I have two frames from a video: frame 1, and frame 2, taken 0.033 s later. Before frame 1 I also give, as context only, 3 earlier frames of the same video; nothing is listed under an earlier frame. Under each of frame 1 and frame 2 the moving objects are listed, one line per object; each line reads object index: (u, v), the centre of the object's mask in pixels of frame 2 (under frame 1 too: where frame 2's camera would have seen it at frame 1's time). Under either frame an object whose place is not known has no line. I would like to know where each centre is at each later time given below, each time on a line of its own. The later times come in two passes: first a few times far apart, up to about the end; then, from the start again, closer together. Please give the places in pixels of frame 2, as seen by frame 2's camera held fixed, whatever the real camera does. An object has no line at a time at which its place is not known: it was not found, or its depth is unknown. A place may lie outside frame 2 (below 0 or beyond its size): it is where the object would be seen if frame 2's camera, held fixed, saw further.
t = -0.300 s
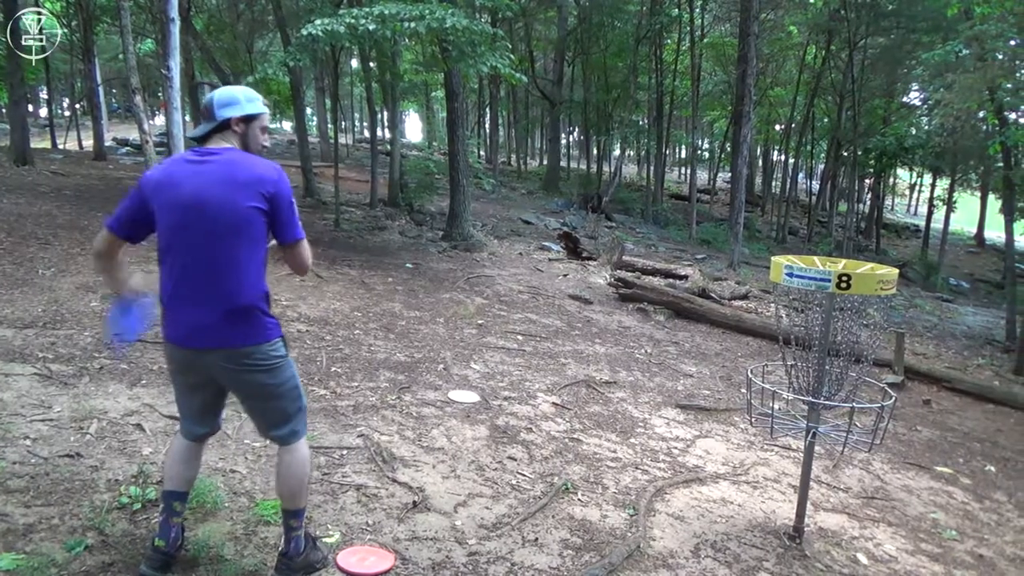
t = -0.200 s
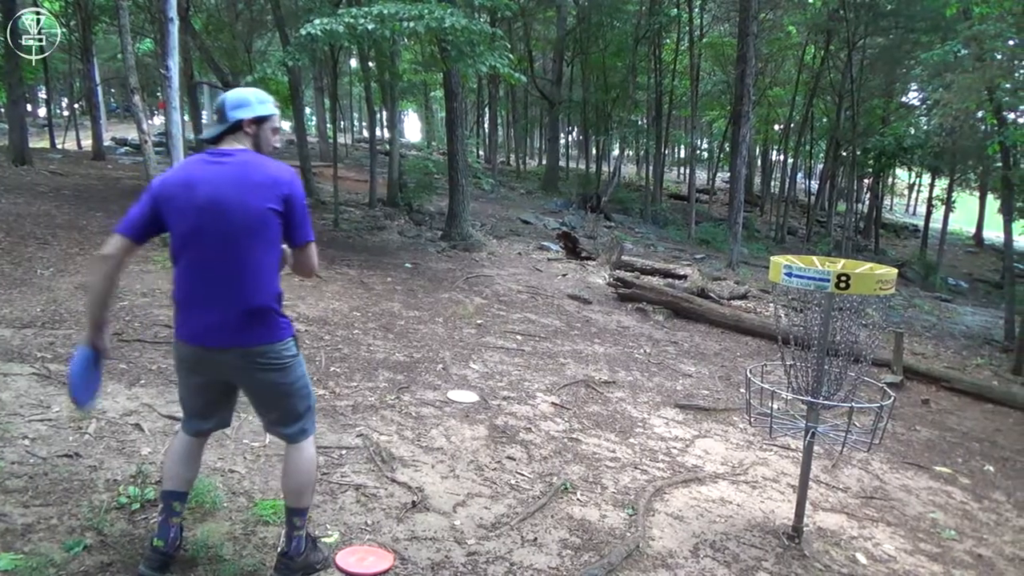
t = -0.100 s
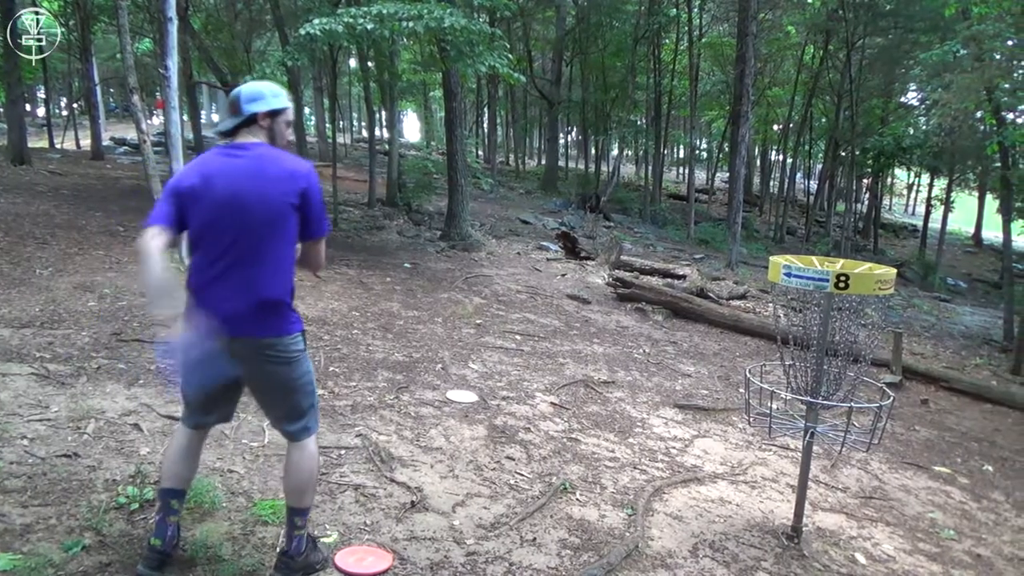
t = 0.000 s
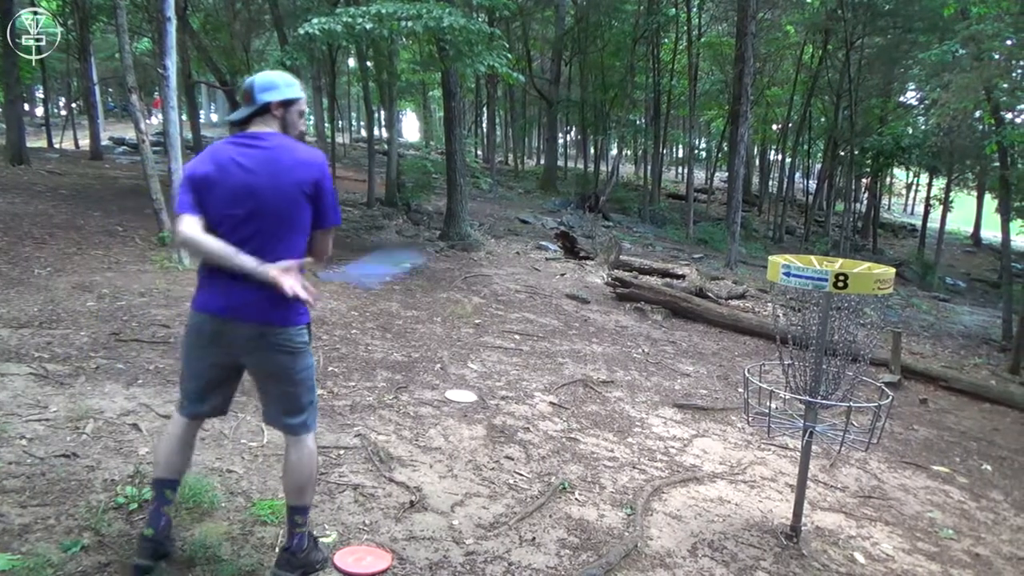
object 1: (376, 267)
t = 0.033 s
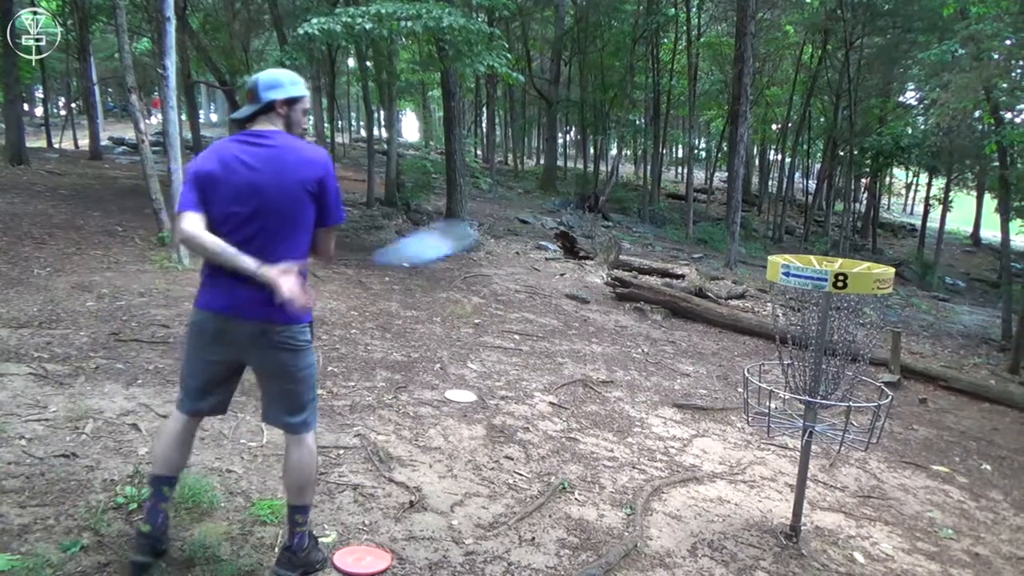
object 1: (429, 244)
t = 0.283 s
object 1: (746, 192)
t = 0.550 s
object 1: (960, 292)
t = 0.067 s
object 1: (479, 226)
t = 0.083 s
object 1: (501, 218)
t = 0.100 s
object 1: (525, 209)
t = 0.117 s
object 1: (547, 204)
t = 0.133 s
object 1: (569, 199)
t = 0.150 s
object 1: (589, 196)
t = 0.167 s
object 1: (608, 192)
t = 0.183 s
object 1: (631, 189)
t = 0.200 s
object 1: (647, 186)
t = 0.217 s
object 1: (665, 175)
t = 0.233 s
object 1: (695, 186)
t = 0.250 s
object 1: (716, 186)
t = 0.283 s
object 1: (746, 192)
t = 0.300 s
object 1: (760, 193)
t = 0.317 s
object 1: (771, 197)
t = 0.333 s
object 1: (790, 201)
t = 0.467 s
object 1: (902, 252)
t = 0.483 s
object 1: (912, 257)
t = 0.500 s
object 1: (924, 265)
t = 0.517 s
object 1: (934, 272)
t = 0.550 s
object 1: (960, 292)
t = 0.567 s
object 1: (971, 303)
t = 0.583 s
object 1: (981, 313)
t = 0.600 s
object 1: (990, 322)
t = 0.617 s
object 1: (999, 330)
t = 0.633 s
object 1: (1013, 342)
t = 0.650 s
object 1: (1020, 355)
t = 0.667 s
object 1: (1027, 362)
